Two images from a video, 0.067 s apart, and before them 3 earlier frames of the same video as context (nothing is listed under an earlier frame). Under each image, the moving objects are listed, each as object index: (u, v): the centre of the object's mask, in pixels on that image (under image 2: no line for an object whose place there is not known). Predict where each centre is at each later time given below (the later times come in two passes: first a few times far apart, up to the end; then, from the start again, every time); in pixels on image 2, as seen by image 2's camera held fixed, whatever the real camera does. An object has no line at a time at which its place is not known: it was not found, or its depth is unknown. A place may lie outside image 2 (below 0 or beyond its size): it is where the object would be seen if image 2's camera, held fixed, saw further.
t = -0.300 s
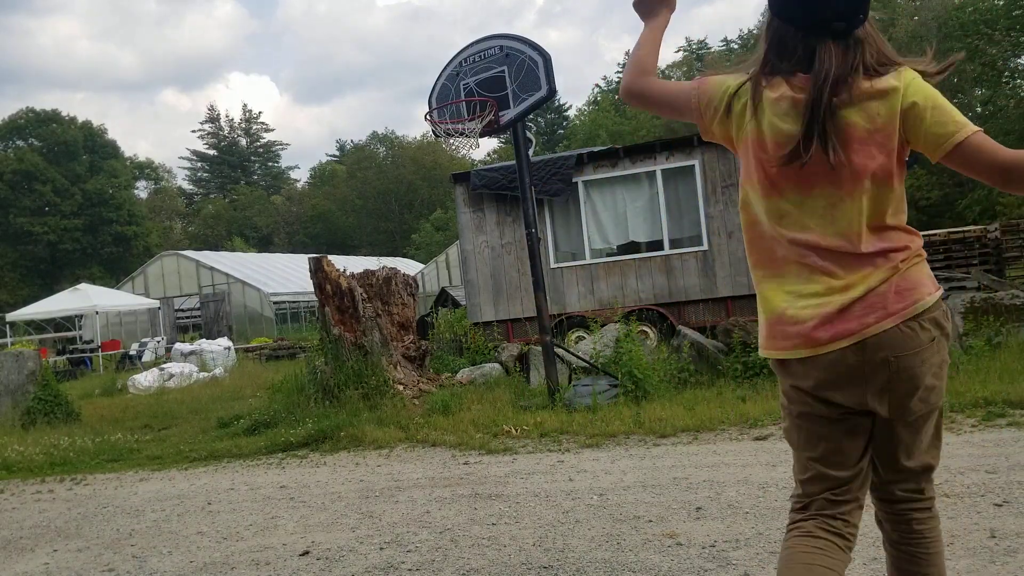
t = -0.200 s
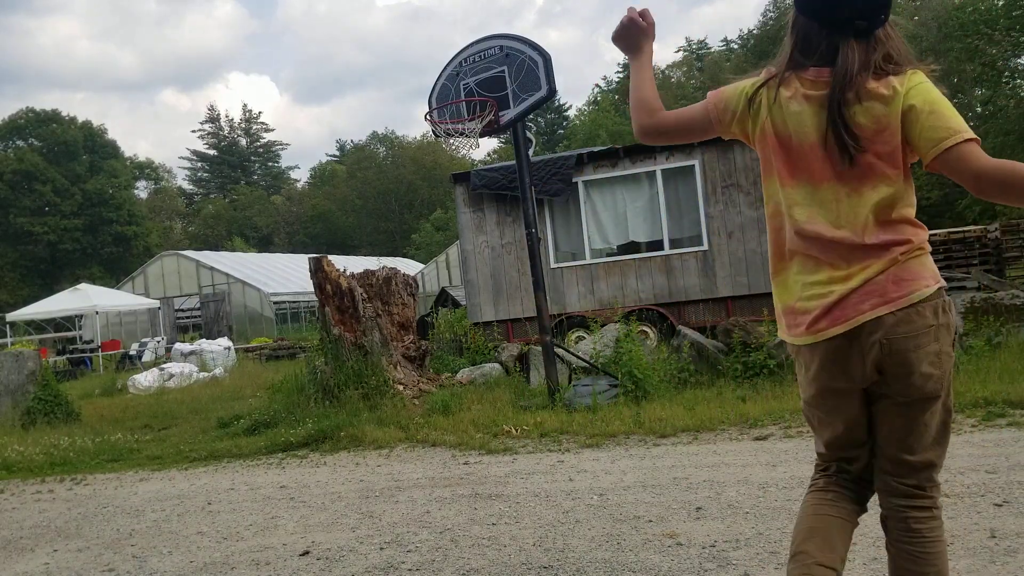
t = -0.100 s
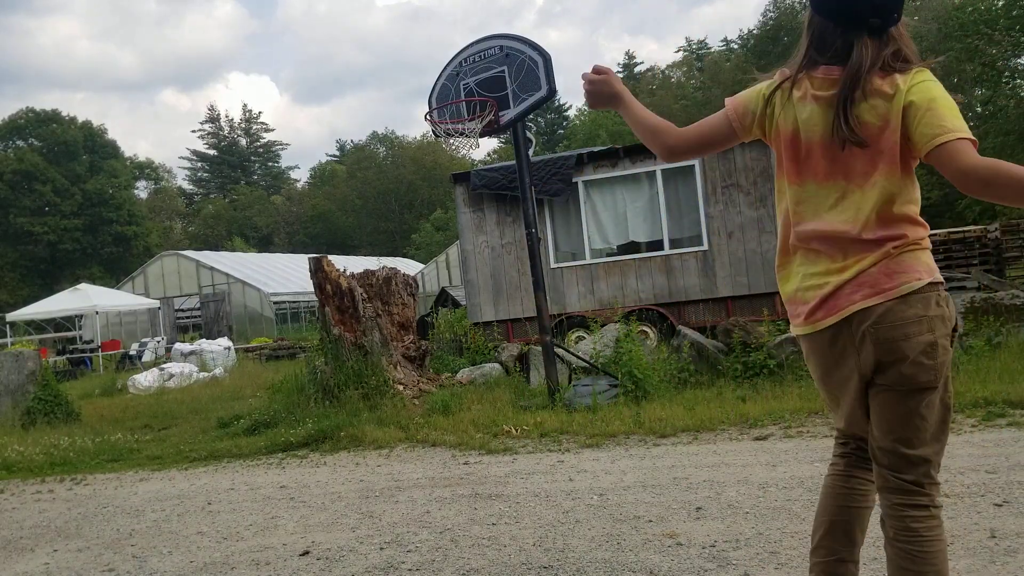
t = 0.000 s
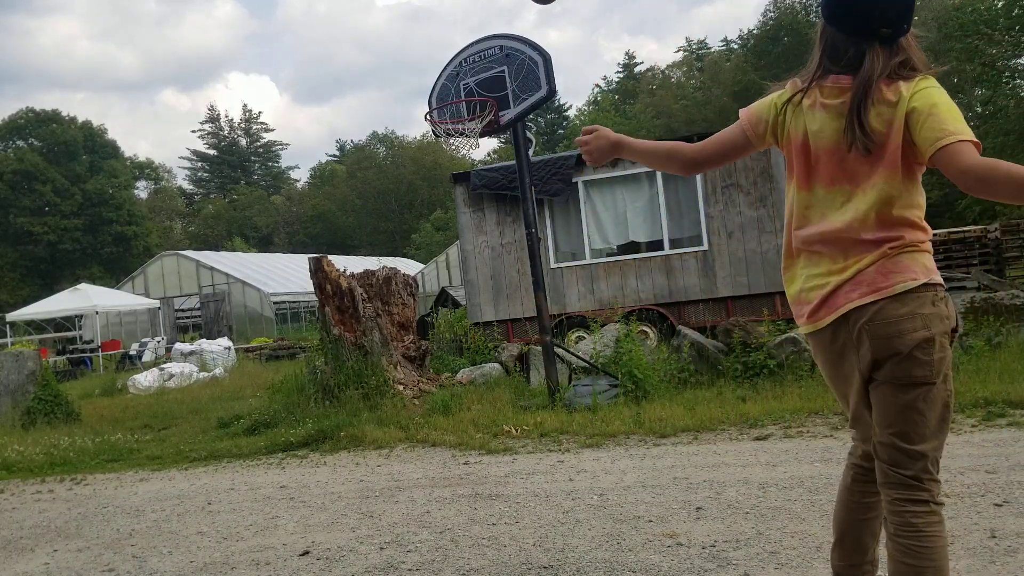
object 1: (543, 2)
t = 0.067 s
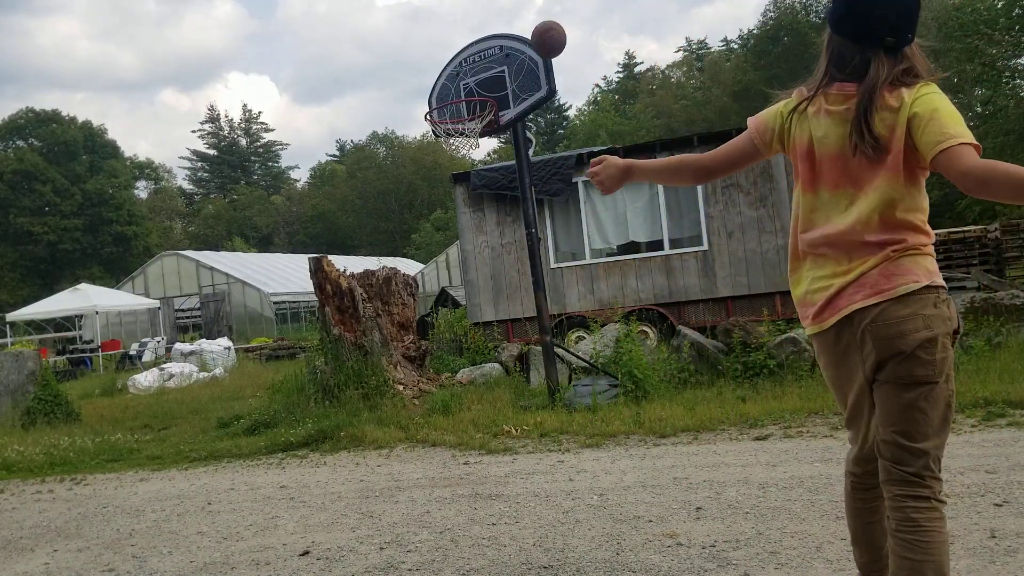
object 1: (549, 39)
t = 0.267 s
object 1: (576, 140)
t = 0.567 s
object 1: (639, 402)
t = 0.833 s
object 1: (634, 267)
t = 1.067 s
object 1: (637, 221)
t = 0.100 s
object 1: (552, 62)
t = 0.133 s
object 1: (556, 74)
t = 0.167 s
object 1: (561, 88)
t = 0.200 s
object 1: (566, 103)
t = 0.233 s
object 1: (572, 120)
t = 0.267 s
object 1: (576, 140)
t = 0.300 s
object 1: (582, 161)
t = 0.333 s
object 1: (588, 185)
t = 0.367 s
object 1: (595, 210)
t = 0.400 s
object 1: (601, 237)
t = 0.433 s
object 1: (608, 266)
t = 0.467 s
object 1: (615, 297)
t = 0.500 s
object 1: (623, 330)
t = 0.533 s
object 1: (631, 365)
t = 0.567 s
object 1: (639, 402)
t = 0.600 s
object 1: (639, 393)
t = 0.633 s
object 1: (638, 370)
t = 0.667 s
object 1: (637, 349)
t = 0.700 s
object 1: (636, 329)
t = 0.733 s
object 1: (635, 311)
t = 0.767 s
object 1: (634, 295)
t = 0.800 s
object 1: (634, 280)
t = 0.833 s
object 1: (634, 267)
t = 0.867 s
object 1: (634, 256)
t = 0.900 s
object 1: (633, 245)
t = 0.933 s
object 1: (634, 238)
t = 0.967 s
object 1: (634, 231)
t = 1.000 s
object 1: (635, 226)
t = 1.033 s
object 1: (636, 222)
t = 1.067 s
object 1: (637, 221)
